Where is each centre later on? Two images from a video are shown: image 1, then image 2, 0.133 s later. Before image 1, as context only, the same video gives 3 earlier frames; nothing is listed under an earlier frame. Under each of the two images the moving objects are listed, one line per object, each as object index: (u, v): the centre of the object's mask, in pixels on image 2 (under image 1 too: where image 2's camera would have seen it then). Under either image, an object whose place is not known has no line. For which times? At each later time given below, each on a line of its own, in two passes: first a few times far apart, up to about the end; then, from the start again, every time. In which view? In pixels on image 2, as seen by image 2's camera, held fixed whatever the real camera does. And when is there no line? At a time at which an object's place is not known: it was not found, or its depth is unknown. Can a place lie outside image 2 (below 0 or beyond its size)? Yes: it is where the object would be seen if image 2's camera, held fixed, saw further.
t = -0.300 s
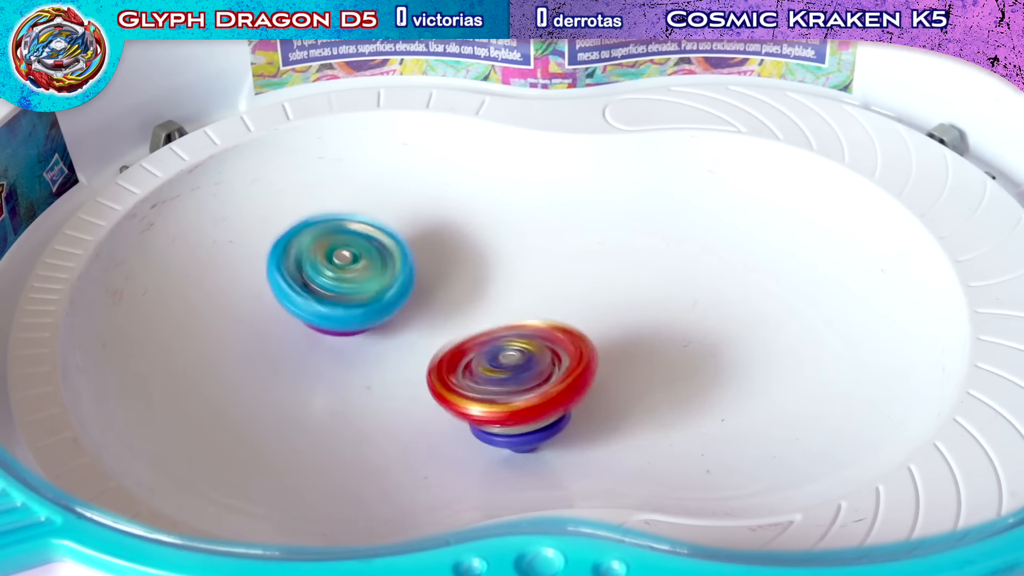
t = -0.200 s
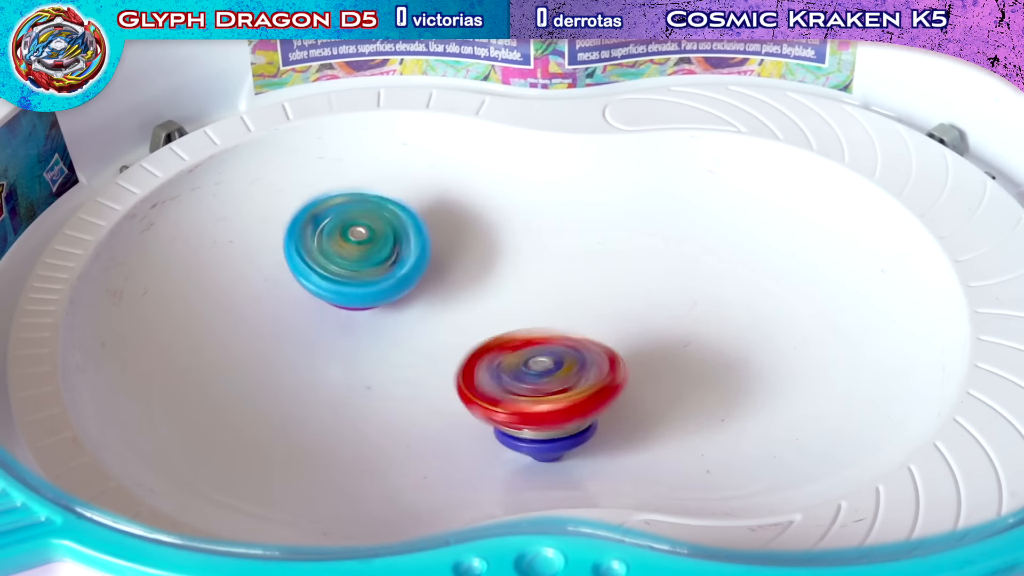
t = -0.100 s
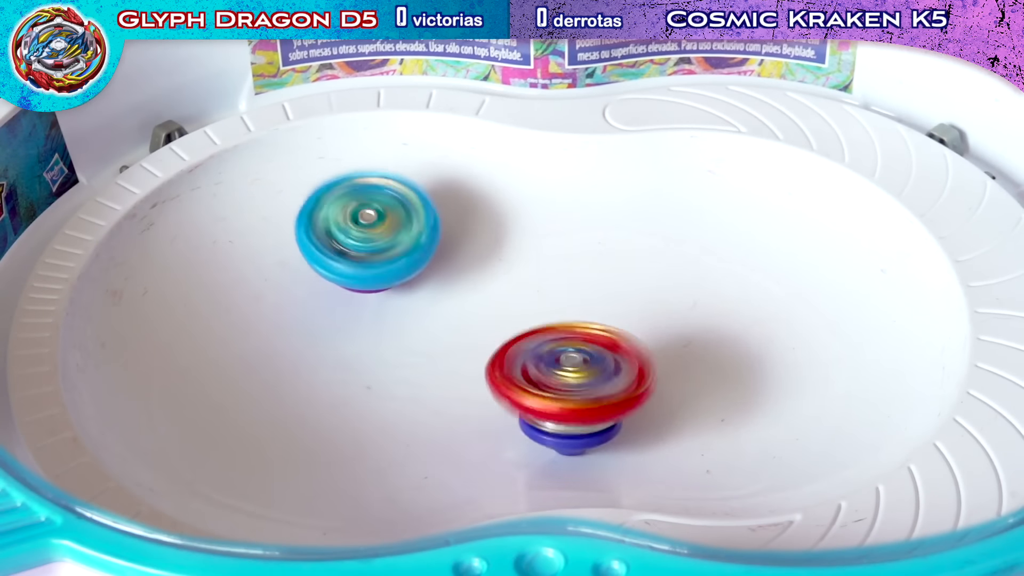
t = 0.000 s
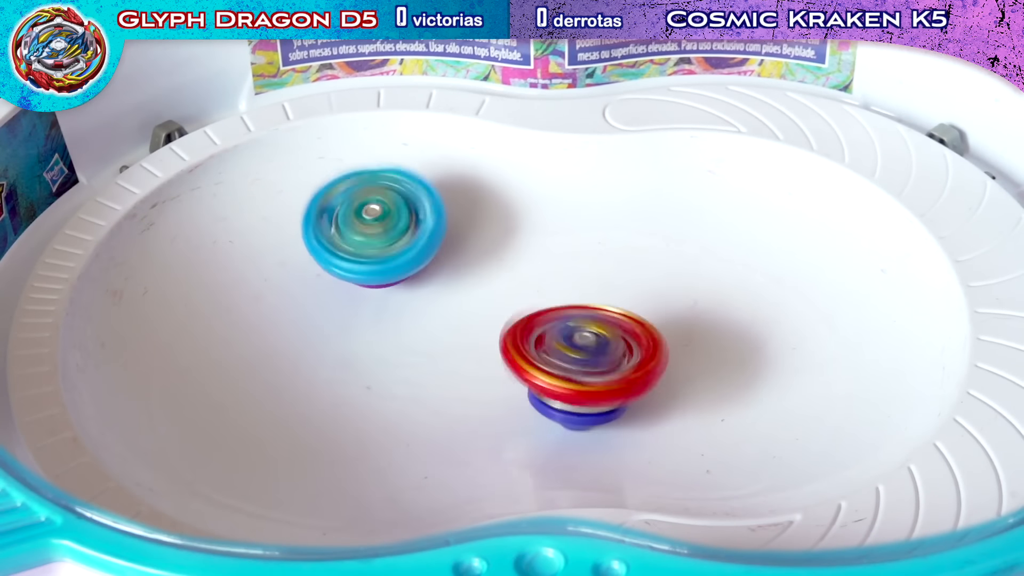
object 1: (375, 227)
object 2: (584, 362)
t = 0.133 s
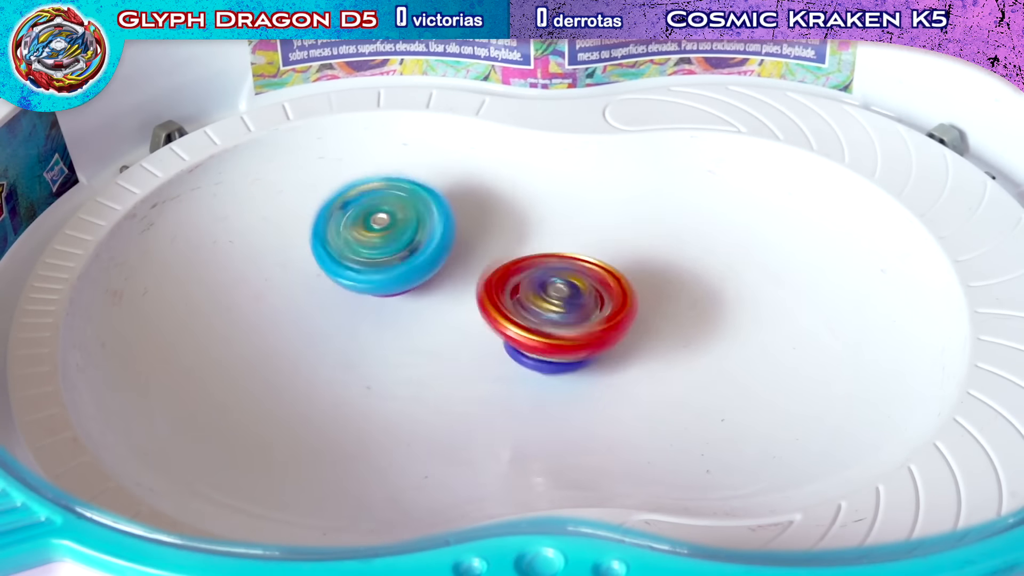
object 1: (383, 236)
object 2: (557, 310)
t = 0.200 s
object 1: (386, 251)
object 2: (531, 279)
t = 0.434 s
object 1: (338, 322)
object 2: (473, 236)
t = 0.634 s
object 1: (363, 381)
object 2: (397, 254)
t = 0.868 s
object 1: (393, 407)
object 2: (331, 291)
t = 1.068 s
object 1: (369, 411)
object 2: (306, 290)
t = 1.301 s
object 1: (328, 380)
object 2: (306, 265)
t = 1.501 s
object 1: (306, 349)
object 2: (361, 232)
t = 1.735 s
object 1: (270, 335)
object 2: (476, 170)
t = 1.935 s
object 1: (271, 353)
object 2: (551, 223)
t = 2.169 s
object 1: (369, 337)
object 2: (706, 409)
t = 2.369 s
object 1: (455, 302)
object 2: (805, 417)
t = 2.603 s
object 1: (499, 301)
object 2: (657, 273)
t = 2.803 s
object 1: (388, 314)
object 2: (574, 193)
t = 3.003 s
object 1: (301, 311)
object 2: (475, 184)
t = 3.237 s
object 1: (265, 317)
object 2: (373, 224)
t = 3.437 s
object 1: (212, 373)
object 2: (407, 226)
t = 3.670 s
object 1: (262, 399)
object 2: (433, 279)
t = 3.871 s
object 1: (301, 398)
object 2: (479, 322)
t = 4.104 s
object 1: (343, 368)
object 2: (505, 345)
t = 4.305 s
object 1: (418, 301)
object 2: (573, 387)
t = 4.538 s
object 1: (476, 290)
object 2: (683, 388)
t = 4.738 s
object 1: (468, 365)
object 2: (700, 329)
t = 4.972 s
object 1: (382, 335)
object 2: (700, 334)
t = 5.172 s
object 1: (403, 266)
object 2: (685, 320)
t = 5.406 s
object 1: (428, 292)
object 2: (665, 321)
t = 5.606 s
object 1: (357, 345)
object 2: (656, 341)
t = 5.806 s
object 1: (305, 305)
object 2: (627, 349)
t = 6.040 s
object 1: (370, 296)
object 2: (619, 353)
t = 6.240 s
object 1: (397, 358)
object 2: (638, 346)
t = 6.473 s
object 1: (328, 361)
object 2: (651, 343)
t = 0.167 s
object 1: (385, 244)
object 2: (545, 294)
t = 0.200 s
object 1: (386, 251)
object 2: (531, 279)
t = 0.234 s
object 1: (374, 255)
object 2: (531, 270)
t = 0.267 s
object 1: (363, 263)
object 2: (530, 260)
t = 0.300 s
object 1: (355, 274)
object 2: (521, 251)
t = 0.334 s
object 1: (348, 284)
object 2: (511, 246)
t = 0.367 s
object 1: (343, 296)
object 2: (501, 240)
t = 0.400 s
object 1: (340, 308)
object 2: (489, 237)
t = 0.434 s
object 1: (338, 322)
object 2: (473, 236)
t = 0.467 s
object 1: (340, 335)
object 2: (461, 237)
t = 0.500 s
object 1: (342, 347)
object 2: (448, 237)
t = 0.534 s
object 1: (345, 358)
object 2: (433, 240)
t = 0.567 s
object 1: (350, 367)
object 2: (420, 245)
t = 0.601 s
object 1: (356, 375)
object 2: (409, 249)
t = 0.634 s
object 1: (363, 381)
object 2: (397, 254)
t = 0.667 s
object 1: (370, 382)
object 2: (386, 262)
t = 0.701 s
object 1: (377, 383)
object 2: (377, 270)
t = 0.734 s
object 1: (382, 391)
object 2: (367, 274)
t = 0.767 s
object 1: (387, 398)
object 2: (358, 276)
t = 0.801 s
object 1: (390, 403)
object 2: (350, 279)
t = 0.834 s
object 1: (392, 406)
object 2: (342, 283)
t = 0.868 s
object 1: (393, 407)
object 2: (331, 291)
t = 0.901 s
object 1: (392, 407)
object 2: (325, 298)
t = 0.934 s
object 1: (391, 405)
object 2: (322, 302)
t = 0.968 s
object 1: (388, 403)
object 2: (316, 307)
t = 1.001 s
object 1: (383, 406)
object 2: (316, 306)
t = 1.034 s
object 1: (376, 410)
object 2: (312, 296)
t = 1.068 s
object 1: (369, 411)
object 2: (306, 290)
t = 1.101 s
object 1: (365, 410)
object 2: (304, 284)
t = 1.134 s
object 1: (359, 408)
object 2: (299, 279)
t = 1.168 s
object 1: (353, 405)
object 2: (299, 276)
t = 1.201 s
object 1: (348, 399)
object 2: (299, 272)
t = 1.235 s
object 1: (343, 395)
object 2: (298, 271)
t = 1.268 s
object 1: (337, 387)
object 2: (303, 268)
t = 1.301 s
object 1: (328, 380)
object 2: (306, 265)
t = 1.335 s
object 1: (321, 376)
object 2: (316, 259)
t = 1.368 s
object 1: (316, 372)
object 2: (322, 253)
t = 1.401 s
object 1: (314, 364)
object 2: (330, 249)
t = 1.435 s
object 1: (309, 358)
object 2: (340, 244)
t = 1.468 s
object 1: (306, 354)
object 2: (350, 238)
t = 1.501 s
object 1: (306, 349)
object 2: (361, 232)
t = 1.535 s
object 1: (308, 342)
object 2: (370, 226)
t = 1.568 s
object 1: (309, 335)
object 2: (380, 221)
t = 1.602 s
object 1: (312, 328)
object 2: (388, 214)
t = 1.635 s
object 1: (319, 323)
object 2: (395, 212)
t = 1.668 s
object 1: (319, 318)
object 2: (409, 207)
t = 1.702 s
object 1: (288, 328)
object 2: (446, 185)
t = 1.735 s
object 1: (270, 335)
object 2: (476, 170)
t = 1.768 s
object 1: (261, 338)
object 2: (495, 160)
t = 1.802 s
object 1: (257, 341)
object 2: (507, 163)
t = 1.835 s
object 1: (257, 346)
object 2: (516, 171)
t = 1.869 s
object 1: (260, 348)
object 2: (524, 183)
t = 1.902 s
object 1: (262, 350)
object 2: (535, 202)
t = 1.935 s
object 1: (271, 353)
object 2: (551, 223)
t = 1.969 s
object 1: (281, 352)
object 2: (568, 249)
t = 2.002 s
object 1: (291, 353)
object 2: (586, 278)
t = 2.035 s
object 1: (307, 353)
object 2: (608, 303)
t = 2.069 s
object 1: (321, 350)
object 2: (633, 329)
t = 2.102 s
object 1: (336, 347)
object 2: (655, 358)
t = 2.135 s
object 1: (355, 345)
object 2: (680, 385)
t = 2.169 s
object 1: (369, 337)
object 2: (706, 409)
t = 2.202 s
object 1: (385, 332)
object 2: (732, 428)
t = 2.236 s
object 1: (403, 324)
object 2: (759, 441)
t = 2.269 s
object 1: (414, 316)
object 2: (784, 438)
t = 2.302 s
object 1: (428, 311)
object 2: (802, 430)
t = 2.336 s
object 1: (444, 306)
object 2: (812, 426)
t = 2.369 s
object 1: (455, 302)
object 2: (805, 417)
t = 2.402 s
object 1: (469, 299)
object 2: (790, 399)
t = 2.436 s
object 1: (481, 295)
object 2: (772, 380)
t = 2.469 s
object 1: (490, 294)
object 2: (748, 356)
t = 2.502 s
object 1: (502, 295)
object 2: (722, 337)
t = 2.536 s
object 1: (511, 294)
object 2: (690, 315)
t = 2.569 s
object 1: (514, 297)
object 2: (662, 294)
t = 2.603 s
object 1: (499, 301)
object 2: (657, 273)
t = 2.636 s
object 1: (475, 304)
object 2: (654, 255)
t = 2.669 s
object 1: (457, 307)
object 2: (645, 241)
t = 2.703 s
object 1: (441, 309)
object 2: (630, 226)
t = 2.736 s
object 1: (425, 310)
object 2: (613, 214)
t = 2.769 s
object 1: (410, 313)
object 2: (592, 201)
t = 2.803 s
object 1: (388, 314)
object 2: (574, 193)
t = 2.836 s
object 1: (372, 315)
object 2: (553, 186)
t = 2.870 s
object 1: (353, 314)
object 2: (537, 182)
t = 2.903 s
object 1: (339, 312)
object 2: (520, 179)
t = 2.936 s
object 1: (327, 313)
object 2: (505, 180)
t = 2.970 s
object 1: (310, 312)
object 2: (490, 180)
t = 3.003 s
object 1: (301, 311)
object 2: (475, 184)
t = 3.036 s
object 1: (290, 309)
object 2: (459, 188)
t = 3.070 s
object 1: (283, 308)
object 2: (441, 195)
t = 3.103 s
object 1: (278, 307)
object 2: (425, 201)
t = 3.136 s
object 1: (274, 307)
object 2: (407, 208)
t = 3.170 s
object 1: (277, 309)
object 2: (392, 216)
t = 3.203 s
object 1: (275, 309)
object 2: (375, 225)
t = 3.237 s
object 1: (265, 317)
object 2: (373, 224)
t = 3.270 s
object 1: (260, 322)
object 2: (363, 228)
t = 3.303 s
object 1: (263, 327)
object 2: (354, 233)
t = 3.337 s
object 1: (269, 332)
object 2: (348, 237)
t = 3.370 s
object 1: (240, 351)
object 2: (371, 233)
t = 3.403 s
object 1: (223, 364)
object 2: (390, 225)
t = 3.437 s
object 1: (212, 373)
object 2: (407, 226)
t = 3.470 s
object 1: (205, 381)
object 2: (413, 227)
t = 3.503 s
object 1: (205, 386)
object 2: (419, 227)
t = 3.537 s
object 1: (208, 393)
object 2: (425, 231)
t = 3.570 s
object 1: (218, 396)
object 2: (433, 237)
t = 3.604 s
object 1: (228, 398)
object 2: (436, 249)
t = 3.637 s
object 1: (245, 399)
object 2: (435, 263)
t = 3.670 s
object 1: (262, 399)
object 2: (433, 279)
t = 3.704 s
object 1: (280, 396)
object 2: (430, 296)
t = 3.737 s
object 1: (303, 395)
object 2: (426, 313)
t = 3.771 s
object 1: (312, 392)
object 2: (433, 320)
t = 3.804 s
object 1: (306, 395)
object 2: (444, 322)
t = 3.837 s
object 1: (298, 397)
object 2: (461, 322)
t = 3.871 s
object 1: (301, 398)
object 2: (479, 322)
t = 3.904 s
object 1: (304, 395)
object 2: (488, 324)
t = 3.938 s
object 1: (308, 395)
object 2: (490, 332)
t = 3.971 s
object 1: (315, 393)
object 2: (490, 337)
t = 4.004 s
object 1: (320, 388)
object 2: (490, 340)
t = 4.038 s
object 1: (329, 384)
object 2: (495, 344)
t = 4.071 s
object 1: (338, 376)
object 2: (500, 345)
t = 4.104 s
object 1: (343, 368)
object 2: (505, 345)
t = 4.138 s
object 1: (352, 362)
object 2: (511, 348)
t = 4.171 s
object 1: (362, 355)
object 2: (513, 349)
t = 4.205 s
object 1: (374, 351)
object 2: (515, 358)
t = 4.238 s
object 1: (388, 339)
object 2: (532, 380)
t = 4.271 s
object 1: (400, 310)
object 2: (547, 387)
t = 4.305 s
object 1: (418, 301)
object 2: (573, 387)
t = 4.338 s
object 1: (424, 285)
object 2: (593, 395)
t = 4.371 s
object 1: (436, 266)
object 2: (612, 396)
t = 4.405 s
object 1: (453, 260)
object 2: (632, 396)
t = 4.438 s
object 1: (467, 264)
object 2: (648, 398)
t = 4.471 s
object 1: (471, 274)
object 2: (665, 397)
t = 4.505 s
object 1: (472, 280)
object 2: (675, 396)
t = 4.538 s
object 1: (476, 290)
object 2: (683, 388)
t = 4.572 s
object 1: (481, 302)
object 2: (687, 380)
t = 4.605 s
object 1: (485, 317)
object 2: (696, 365)
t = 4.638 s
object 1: (487, 330)
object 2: (699, 350)
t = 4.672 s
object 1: (484, 342)
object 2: (703, 340)
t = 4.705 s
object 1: (476, 356)
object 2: (702, 335)
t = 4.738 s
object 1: (468, 365)
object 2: (700, 329)
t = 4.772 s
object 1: (455, 369)
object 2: (699, 324)
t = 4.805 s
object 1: (439, 369)
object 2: (697, 320)
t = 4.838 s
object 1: (424, 371)
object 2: (696, 317)
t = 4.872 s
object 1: (410, 367)
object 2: (698, 317)
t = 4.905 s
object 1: (399, 358)
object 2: (700, 322)
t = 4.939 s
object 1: (389, 345)
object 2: (701, 330)
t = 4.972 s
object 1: (382, 335)
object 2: (700, 334)
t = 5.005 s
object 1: (380, 320)
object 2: (695, 334)
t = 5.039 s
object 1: (380, 305)
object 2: (689, 334)
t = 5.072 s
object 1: (383, 293)
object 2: (685, 328)
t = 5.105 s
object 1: (390, 283)
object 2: (685, 322)
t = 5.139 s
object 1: (397, 275)
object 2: (687, 319)
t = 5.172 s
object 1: (403, 266)
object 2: (685, 320)
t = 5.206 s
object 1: (411, 259)
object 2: (680, 321)
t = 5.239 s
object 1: (418, 256)
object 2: (675, 321)
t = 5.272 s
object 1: (422, 256)
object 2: (671, 321)
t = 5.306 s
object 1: (427, 258)
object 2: (667, 320)
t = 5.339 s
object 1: (430, 265)
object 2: (664, 319)
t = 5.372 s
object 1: (431, 278)
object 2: (664, 319)
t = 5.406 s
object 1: (428, 292)
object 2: (665, 321)
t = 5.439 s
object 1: (425, 306)
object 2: (666, 323)
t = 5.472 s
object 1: (418, 318)
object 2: (667, 328)
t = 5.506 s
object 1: (407, 330)
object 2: (666, 333)
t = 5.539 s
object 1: (393, 339)
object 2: (664, 336)
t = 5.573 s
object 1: (376, 344)
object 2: (660, 339)
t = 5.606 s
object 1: (357, 345)
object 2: (656, 341)
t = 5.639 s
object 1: (340, 347)
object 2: (651, 342)
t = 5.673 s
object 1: (326, 344)
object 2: (647, 343)
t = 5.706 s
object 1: (316, 334)
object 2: (642, 344)
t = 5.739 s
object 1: (309, 323)
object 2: (637, 346)
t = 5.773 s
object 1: (305, 314)
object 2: (632, 348)
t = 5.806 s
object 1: (305, 305)
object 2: (627, 349)
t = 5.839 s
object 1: (310, 298)
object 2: (624, 351)
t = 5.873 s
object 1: (317, 292)
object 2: (621, 352)
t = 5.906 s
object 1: (329, 291)
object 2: (619, 353)
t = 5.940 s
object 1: (339, 293)
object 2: (617, 354)
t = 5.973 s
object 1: (348, 294)
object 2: (616, 354)
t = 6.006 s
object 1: (358, 294)
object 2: (616, 354)
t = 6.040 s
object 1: (370, 296)
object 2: (619, 353)
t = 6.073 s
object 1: (380, 303)
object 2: (621, 352)
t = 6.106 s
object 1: (390, 311)
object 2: (624, 351)
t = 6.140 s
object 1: (396, 321)
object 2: (628, 349)
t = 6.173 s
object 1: (400, 333)
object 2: (630, 348)
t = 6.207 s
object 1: (399, 346)
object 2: (634, 347)
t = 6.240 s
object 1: (397, 358)
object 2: (638, 346)
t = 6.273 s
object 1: (389, 366)
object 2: (641, 345)
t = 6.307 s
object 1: (377, 371)
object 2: (644, 344)
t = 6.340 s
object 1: (366, 378)
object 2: (647, 344)
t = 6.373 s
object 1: (353, 379)
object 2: (649, 343)
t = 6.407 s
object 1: (342, 375)
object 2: (650, 343)
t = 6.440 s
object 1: (332, 367)
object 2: (651, 343)
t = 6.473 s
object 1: (328, 361)
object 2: (651, 343)
